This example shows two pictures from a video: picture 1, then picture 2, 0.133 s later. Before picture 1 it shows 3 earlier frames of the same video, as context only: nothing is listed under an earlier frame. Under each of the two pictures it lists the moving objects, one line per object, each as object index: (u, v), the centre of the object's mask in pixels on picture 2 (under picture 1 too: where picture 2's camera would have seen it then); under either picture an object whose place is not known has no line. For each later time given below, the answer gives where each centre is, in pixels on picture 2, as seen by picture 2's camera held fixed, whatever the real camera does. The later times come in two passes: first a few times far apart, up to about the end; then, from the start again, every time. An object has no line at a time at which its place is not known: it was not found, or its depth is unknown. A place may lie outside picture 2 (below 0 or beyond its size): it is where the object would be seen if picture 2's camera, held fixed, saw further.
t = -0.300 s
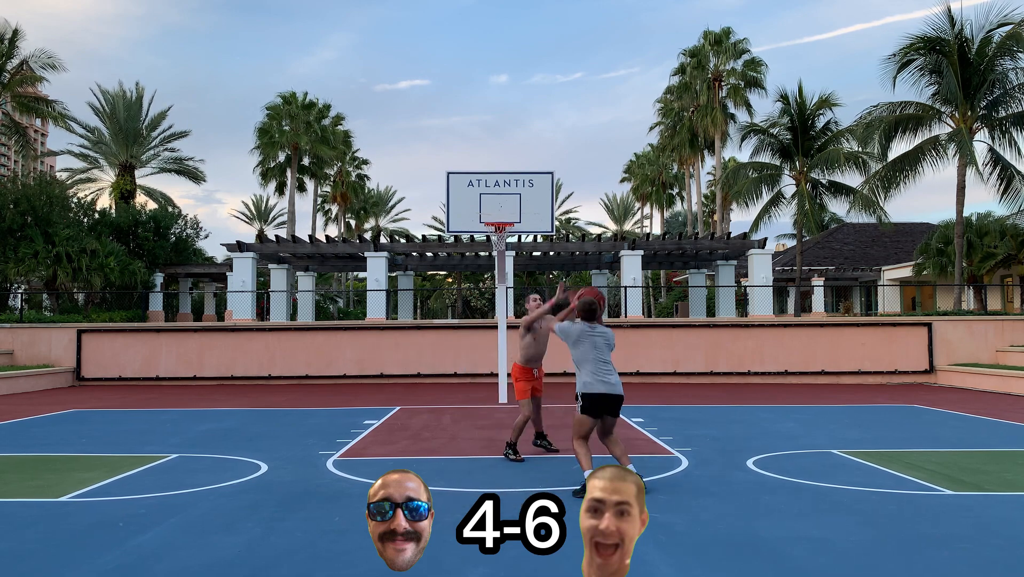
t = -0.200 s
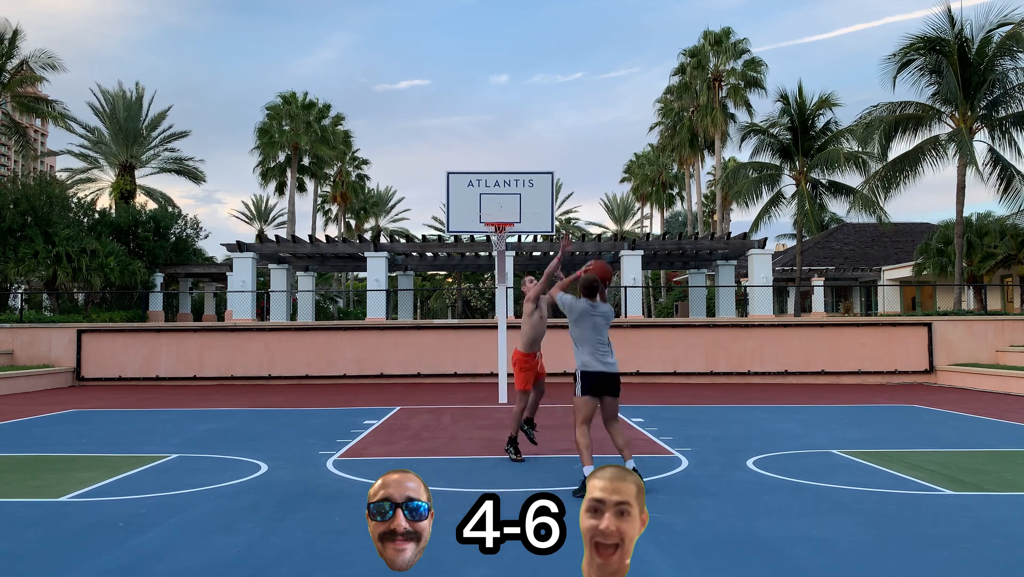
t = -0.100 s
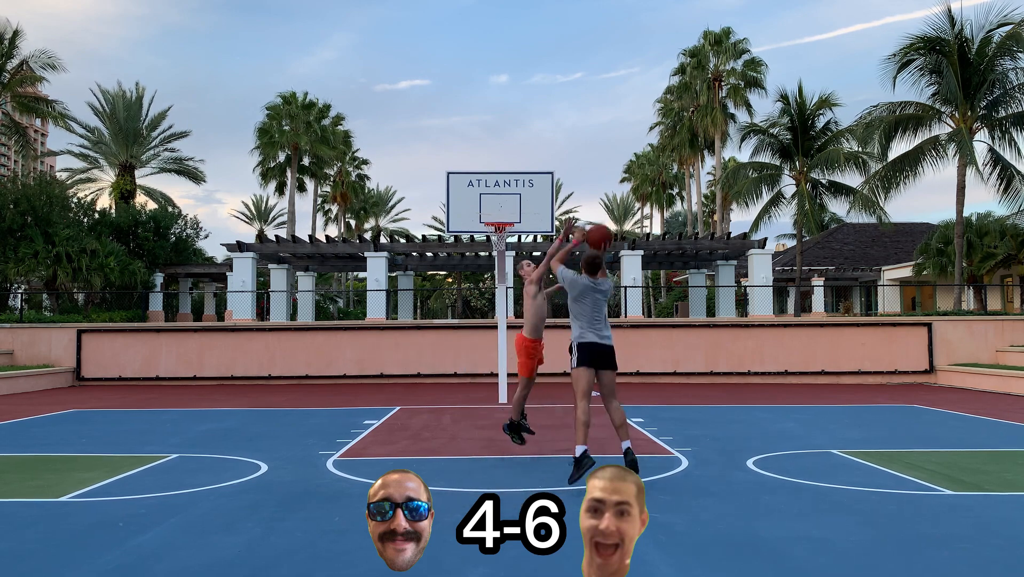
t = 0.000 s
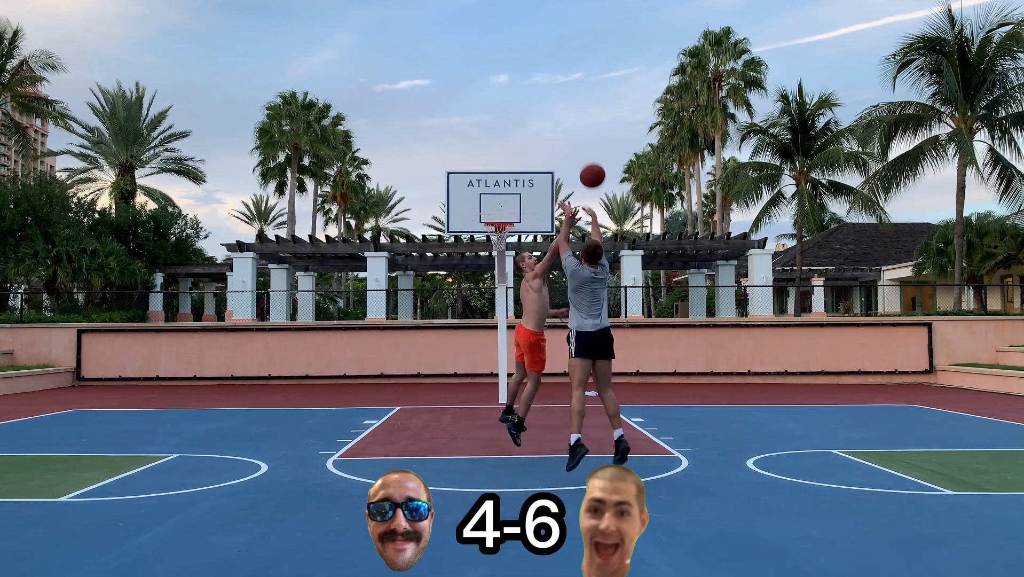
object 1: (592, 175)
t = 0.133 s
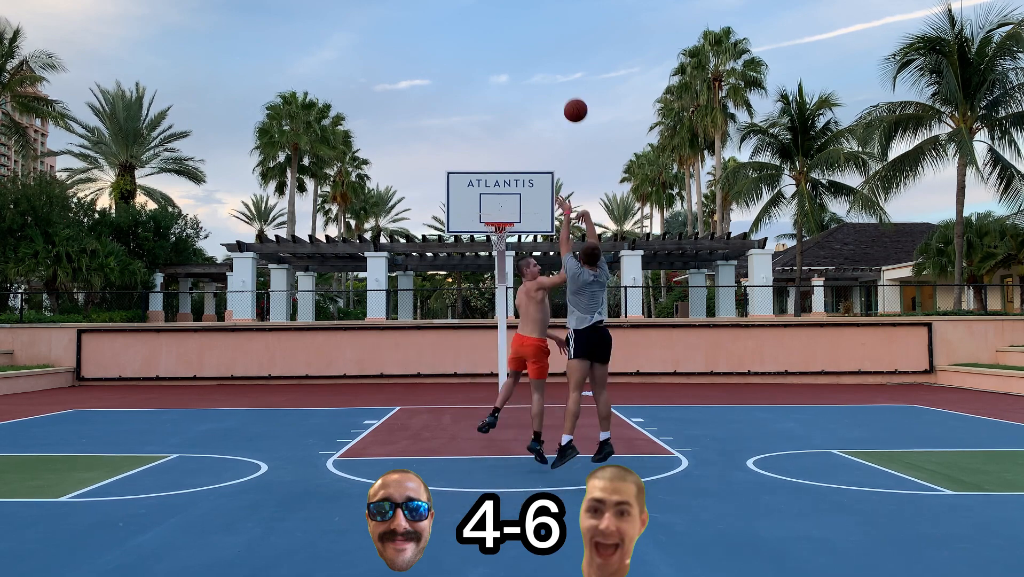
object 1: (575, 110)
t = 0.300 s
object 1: (559, 63)
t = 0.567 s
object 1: (537, 48)
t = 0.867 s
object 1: (519, 92)
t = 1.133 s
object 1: (507, 170)
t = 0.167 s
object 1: (572, 98)
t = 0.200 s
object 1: (568, 87)
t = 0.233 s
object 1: (565, 78)
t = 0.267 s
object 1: (562, 70)
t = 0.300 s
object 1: (559, 63)
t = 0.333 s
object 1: (556, 58)
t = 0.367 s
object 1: (553, 53)
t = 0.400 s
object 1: (550, 50)
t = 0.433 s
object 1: (547, 47)
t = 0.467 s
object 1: (545, 46)
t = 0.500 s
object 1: (542, 46)
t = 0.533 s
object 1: (540, 46)
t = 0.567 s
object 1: (537, 48)
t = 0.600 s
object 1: (535, 50)
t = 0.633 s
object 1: (533, 53)
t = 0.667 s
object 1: (531, 56)
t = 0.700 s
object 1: (529, 61)
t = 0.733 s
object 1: (527, 66)
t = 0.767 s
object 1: (525, 71)
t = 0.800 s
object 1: (523, 78)
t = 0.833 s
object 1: (521, 85)
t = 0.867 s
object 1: (519, 92)
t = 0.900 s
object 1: (518, 100)
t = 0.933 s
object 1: (516, 109)
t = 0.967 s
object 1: (514, 118)
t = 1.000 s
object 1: (513, 128)
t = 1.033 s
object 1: (511, 138)
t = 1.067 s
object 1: (510, 148)
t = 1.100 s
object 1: (508, 159)
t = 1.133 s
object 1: (507, 170)
